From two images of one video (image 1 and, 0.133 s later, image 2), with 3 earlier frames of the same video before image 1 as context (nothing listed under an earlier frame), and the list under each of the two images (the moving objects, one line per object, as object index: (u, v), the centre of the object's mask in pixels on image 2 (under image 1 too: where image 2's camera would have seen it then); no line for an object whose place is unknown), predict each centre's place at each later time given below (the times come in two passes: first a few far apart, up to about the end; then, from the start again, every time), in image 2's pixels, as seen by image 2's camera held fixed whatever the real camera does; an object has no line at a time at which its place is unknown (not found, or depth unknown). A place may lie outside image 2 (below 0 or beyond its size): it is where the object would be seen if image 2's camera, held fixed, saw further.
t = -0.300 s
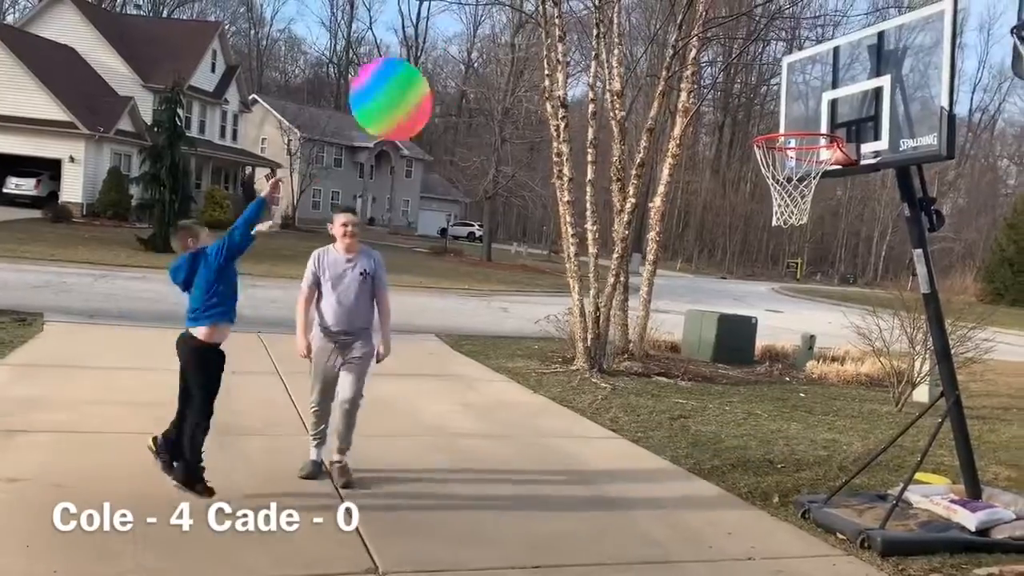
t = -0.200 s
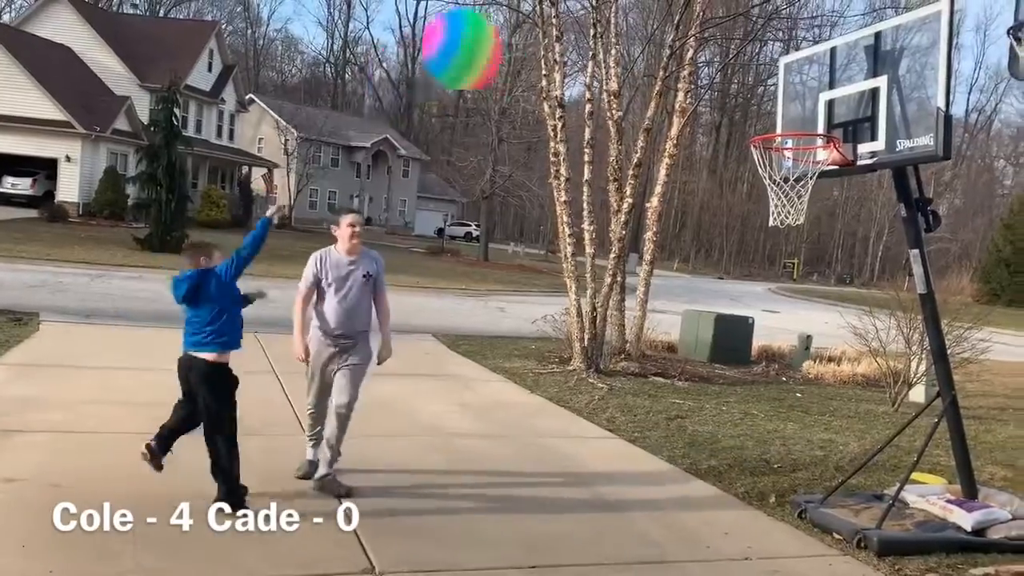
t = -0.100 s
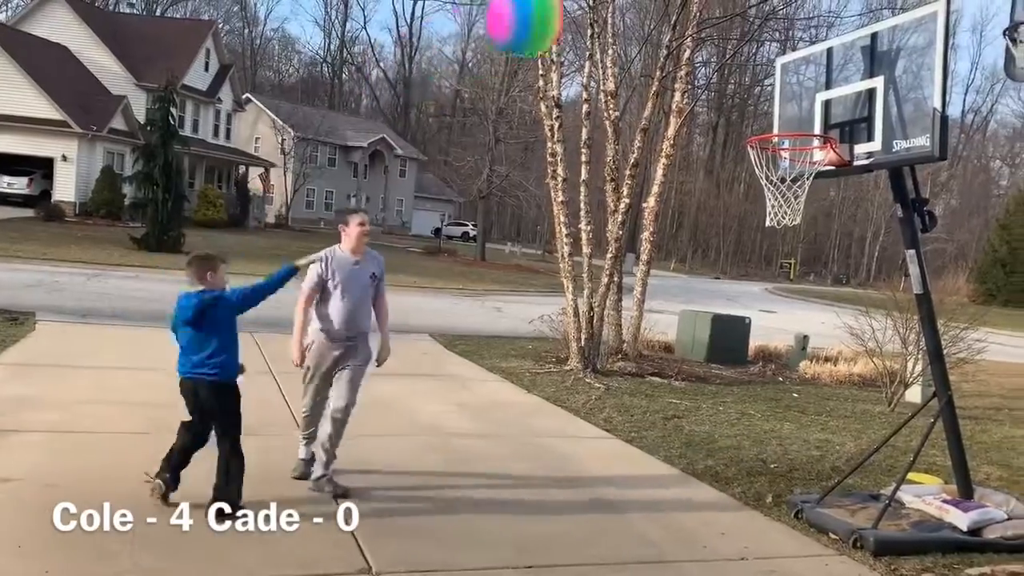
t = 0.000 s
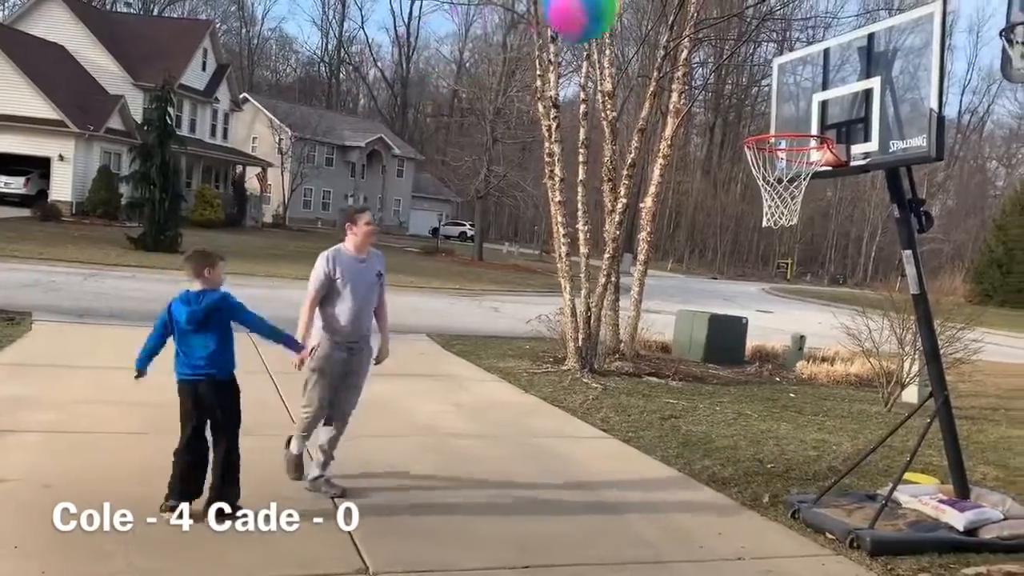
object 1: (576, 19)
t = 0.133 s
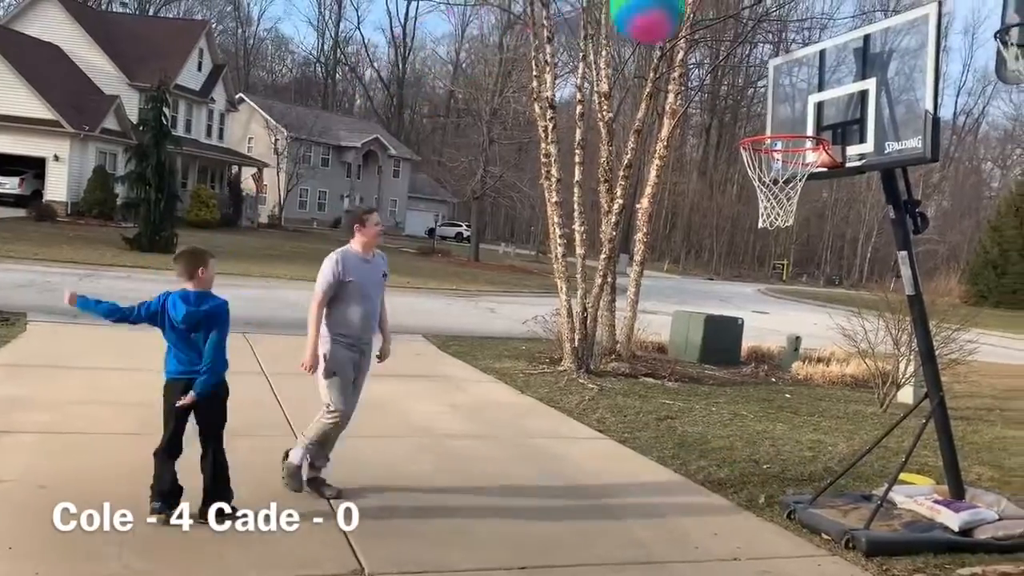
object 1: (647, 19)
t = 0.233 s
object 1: (692, 26)
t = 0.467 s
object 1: (740, 85)
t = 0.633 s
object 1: (678, 144)
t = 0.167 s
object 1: (662, 21)
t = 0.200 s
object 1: (677, 23)
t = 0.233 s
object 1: (692, 26)
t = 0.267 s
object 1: (707, 30)
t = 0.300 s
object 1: (721, 37)
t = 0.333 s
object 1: (734, 46)
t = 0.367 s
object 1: (747, 58)
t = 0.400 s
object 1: (758, 69)
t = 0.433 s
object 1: (752, 77)
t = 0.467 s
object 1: (740, 85)
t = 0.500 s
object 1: (730, 94)
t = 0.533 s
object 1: (716, 104)
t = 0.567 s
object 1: (704, 116)
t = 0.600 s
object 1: (691, 129)
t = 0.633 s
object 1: (678, 144)
